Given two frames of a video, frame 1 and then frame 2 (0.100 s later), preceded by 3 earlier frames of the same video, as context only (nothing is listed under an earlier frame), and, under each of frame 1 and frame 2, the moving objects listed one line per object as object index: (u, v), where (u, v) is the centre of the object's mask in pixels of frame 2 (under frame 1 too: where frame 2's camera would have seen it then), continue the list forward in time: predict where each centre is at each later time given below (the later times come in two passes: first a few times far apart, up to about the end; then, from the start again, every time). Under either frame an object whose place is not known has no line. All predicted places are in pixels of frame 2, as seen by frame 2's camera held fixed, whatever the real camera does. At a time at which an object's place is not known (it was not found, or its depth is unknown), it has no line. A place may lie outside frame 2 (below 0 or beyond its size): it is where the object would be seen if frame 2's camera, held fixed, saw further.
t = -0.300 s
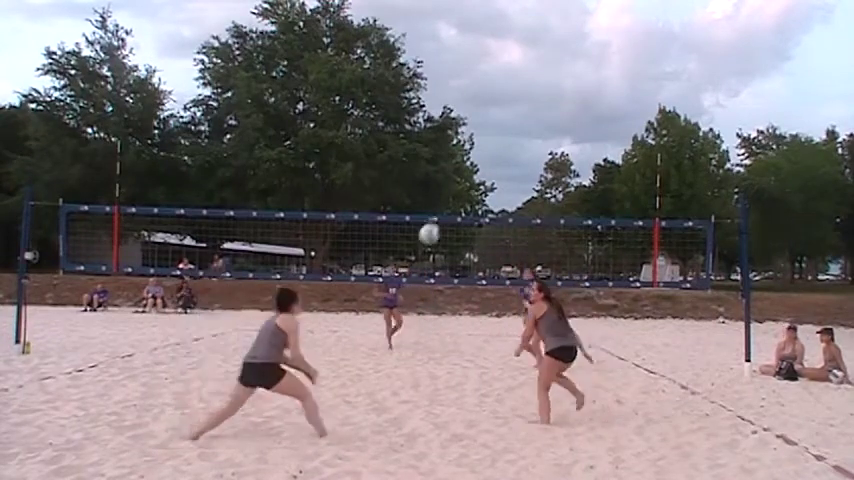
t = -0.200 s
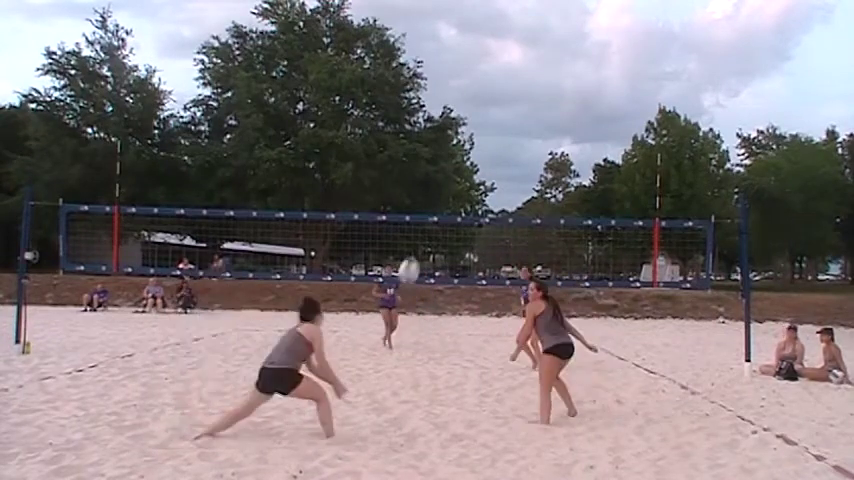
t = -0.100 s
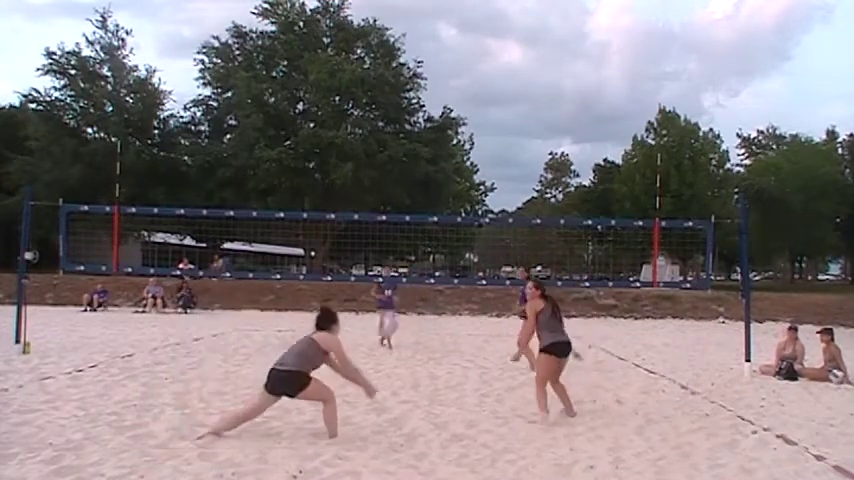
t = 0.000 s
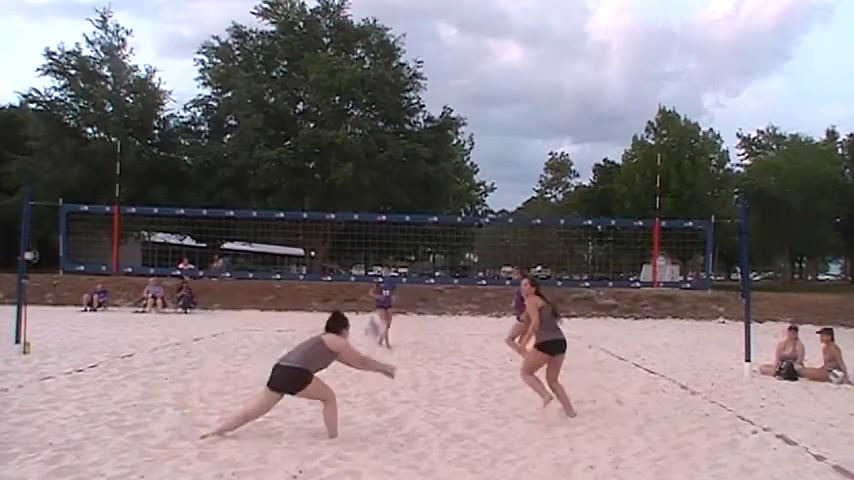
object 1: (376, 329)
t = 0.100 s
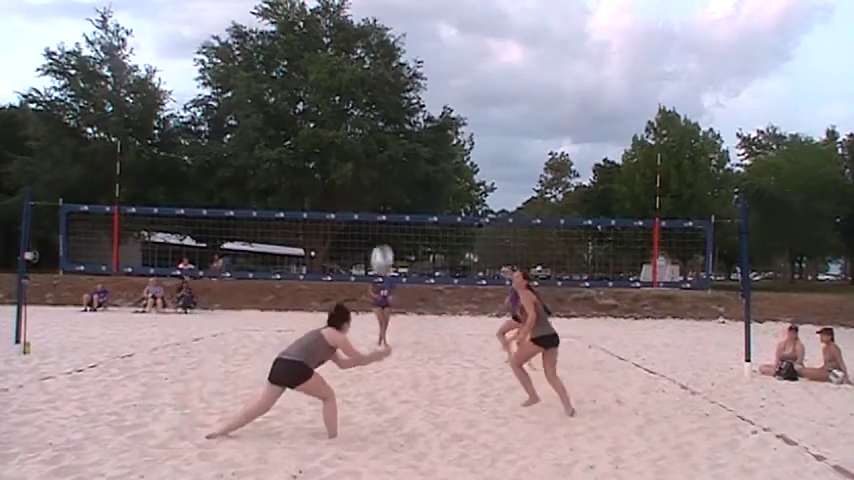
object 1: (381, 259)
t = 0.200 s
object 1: (387, 204)
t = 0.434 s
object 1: (398, 128)
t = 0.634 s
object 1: (403, 108)
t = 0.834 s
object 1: (409, 123)
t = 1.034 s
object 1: (413, 167)
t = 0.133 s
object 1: (383, 239)
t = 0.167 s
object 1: (385, 221)
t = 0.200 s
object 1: (387, 204)
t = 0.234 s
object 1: (389, 189)
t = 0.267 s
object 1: (390, 176)
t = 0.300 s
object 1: (392, 164)
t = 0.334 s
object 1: (394, 153)
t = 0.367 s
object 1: (395, 144)
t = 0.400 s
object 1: (396, 135)
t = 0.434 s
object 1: (398, 128)
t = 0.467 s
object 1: (399, 122)
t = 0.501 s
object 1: (400, 117)
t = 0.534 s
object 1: (401, 113)
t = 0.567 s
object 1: (403, 111)
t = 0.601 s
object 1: (403, 109)
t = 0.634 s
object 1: (403, 108)
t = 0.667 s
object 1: (405, 109)
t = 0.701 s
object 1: (406, 110)
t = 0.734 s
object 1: (407, 112)
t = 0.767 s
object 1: (407, 115)
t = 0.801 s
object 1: (408, 119)
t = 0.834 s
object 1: (409, 123)
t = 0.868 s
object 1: (409, 128)
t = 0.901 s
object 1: (410, 134)
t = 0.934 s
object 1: (411, 142)
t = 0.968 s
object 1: (411, 149)
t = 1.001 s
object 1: (412, 157)
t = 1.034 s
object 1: (413, 167)
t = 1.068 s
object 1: (413, 177)
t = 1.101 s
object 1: (414, 187)
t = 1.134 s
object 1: (414, 198)
